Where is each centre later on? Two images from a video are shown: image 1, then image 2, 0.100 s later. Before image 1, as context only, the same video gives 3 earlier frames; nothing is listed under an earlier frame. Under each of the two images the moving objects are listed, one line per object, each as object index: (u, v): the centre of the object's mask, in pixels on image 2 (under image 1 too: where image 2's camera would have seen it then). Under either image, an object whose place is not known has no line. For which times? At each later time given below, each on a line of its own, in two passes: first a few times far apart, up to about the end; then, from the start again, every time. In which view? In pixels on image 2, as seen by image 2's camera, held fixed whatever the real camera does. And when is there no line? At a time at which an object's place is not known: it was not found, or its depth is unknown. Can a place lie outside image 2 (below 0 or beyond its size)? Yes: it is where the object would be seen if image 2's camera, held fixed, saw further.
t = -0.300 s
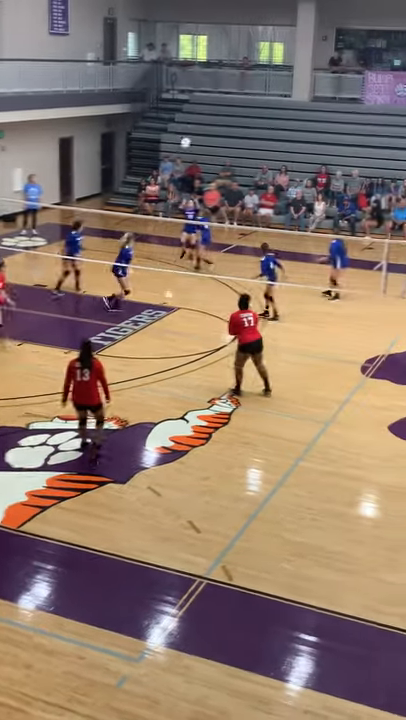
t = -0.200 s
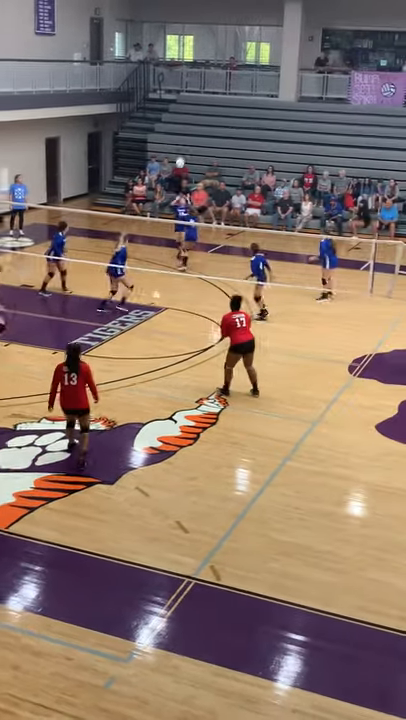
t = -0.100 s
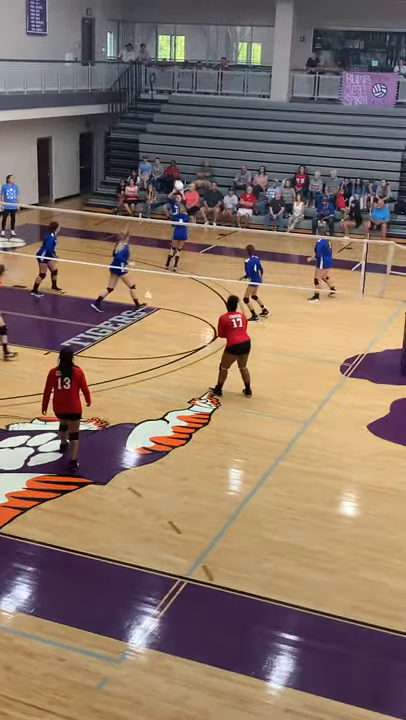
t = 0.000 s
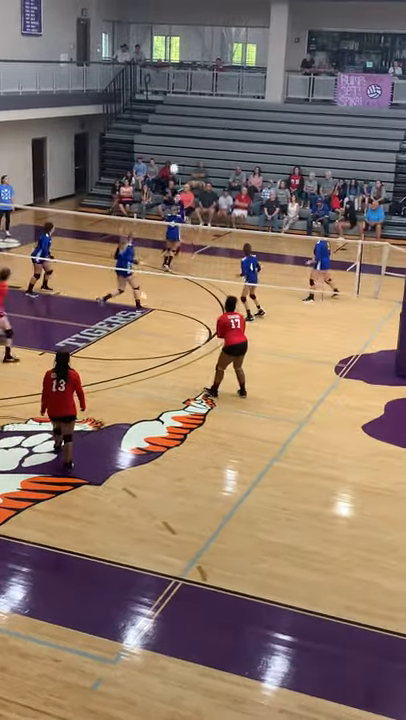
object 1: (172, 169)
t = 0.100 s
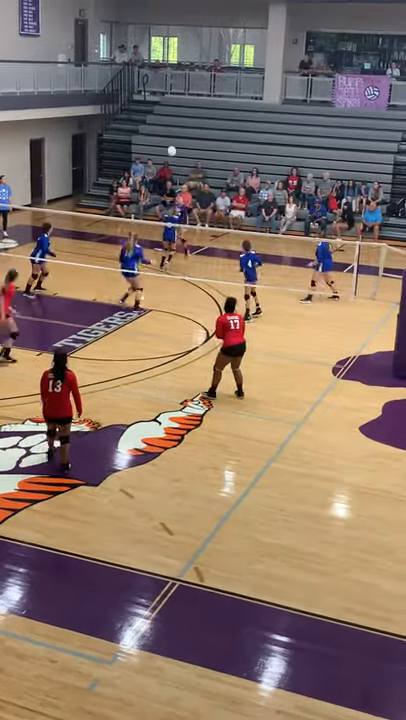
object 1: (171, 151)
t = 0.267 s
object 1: (170, 129)
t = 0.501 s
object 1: (169, 116)
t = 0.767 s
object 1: (166, 128)
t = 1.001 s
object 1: (163, 165)
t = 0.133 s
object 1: (171, 145)
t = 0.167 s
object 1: (171, 141)
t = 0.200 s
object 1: (171, 136)
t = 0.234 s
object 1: (170, 132)
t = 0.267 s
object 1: (170, 129)
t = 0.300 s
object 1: (170, 126)
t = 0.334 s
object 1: (170, 123)
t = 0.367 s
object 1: (170, 120)
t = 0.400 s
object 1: (169, 118)
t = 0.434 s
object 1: (169, 118)
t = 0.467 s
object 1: (169, 116)
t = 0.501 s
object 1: (169, 116)
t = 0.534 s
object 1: (168, 116)
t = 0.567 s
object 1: (168, 116)
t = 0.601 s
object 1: (168, 117)
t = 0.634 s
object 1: (167, 118)
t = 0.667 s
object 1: (167, 120)
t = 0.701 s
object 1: (167, 122)
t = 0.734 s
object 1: (167, 125)
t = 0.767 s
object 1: (166, 128)
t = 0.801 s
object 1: (166, 132)
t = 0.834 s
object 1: (165, 136)
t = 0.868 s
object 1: (165, 141)
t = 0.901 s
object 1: (164, 147)
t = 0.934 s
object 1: (164, 152)
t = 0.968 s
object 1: (163, 158)
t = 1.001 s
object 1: (163, 165)
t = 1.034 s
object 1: (162, 172)
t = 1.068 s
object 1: (162, 179)
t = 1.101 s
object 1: (161, 187)
